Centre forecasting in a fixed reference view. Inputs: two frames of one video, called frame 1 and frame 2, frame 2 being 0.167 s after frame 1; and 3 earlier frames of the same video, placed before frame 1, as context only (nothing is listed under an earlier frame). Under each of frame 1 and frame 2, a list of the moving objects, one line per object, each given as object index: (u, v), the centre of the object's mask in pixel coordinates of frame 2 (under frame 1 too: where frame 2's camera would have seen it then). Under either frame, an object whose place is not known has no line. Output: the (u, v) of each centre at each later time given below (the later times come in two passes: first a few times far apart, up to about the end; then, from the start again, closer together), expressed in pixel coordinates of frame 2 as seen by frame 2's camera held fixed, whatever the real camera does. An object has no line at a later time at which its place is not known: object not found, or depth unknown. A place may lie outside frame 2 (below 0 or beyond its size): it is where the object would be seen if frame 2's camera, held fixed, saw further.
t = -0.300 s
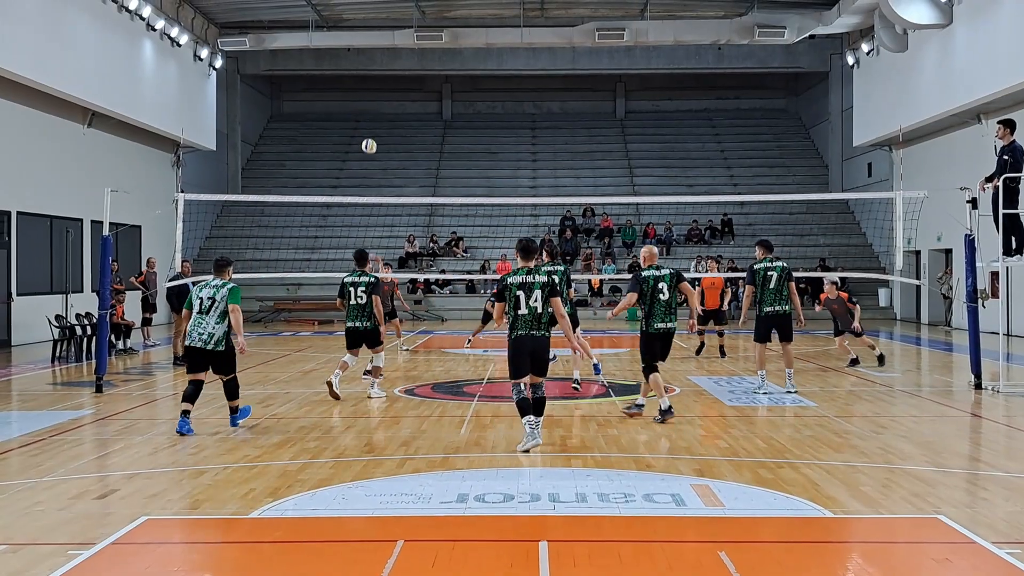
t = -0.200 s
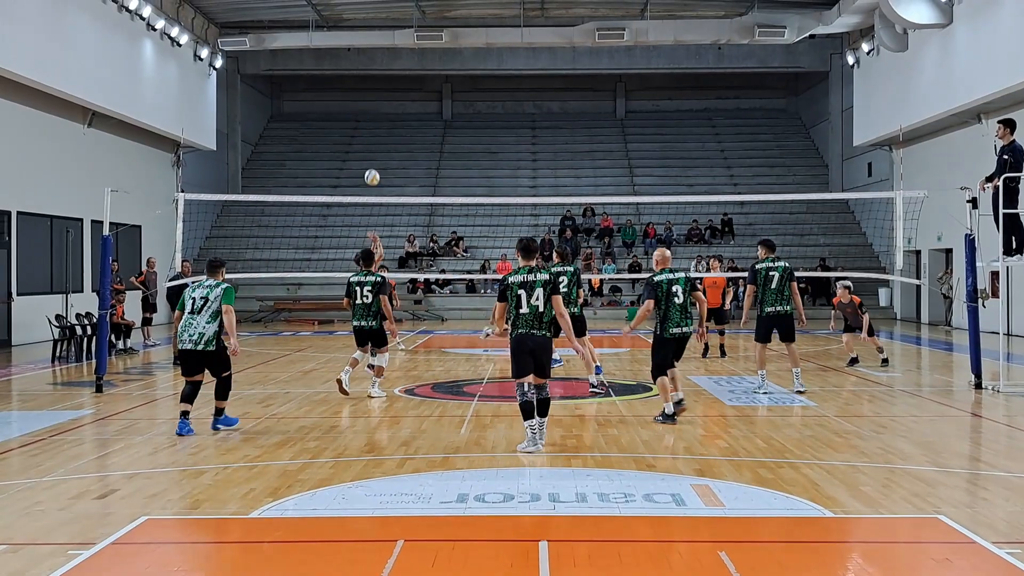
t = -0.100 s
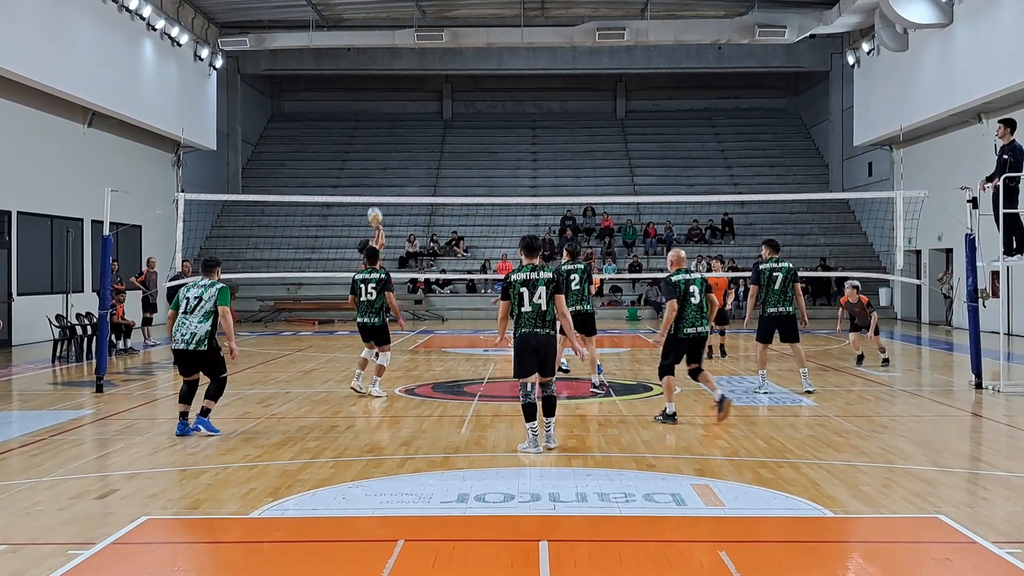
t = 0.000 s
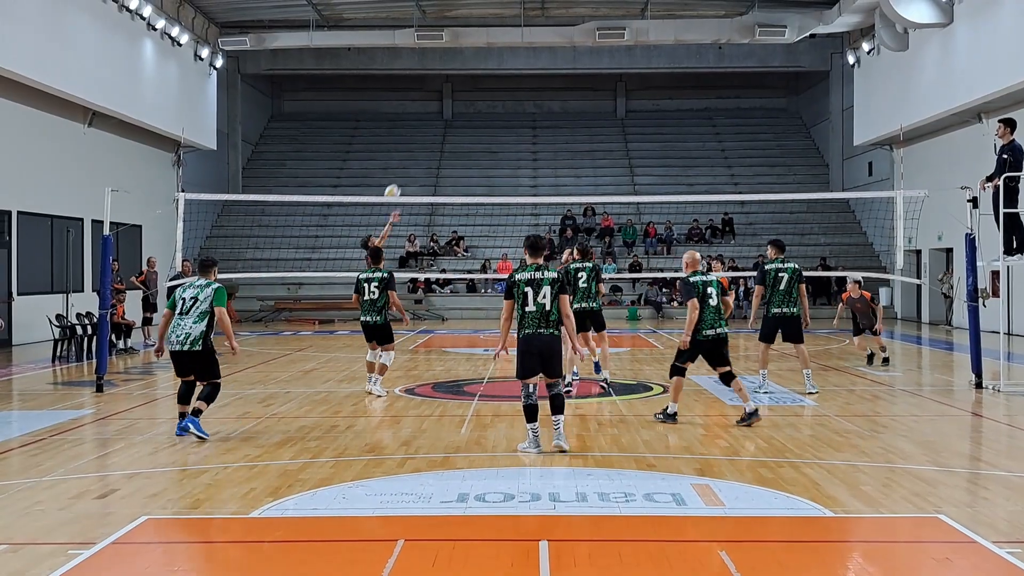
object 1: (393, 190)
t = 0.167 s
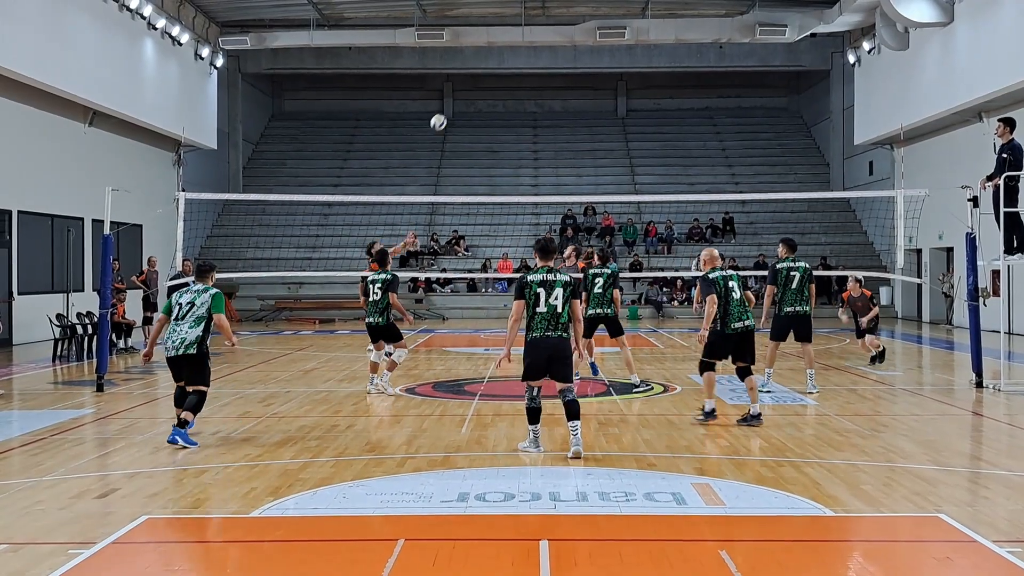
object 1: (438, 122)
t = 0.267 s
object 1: (465, 91)
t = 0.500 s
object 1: (527, 43)
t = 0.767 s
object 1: (597, 37)
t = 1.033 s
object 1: (664, 80)
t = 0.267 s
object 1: (465, 91)
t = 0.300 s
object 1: (474, 82)
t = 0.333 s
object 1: (483, 73)
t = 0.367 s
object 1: (492, 66)
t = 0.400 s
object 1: (501, 59)
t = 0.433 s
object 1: (510, 53)
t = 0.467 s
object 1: (518, 48)
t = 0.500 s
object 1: (527, 43)
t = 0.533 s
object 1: (535, 40)
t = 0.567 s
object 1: (544, 37)
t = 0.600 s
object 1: (553, 35)
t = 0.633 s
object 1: (562, 34)
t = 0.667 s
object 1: (570, 33)
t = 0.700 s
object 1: (579, 34)
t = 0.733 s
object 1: (588, 35)
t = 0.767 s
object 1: (597, 37)
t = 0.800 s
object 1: (605, 39)
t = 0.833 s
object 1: (614, 43)
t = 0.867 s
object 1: (622, 47)
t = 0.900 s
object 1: (630, 52)
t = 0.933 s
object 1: (639, 58)
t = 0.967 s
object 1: (647, 65)
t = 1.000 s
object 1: (656, 72)
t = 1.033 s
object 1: (664, 80)
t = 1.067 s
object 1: (673, 89)
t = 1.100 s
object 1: (681, 99)
